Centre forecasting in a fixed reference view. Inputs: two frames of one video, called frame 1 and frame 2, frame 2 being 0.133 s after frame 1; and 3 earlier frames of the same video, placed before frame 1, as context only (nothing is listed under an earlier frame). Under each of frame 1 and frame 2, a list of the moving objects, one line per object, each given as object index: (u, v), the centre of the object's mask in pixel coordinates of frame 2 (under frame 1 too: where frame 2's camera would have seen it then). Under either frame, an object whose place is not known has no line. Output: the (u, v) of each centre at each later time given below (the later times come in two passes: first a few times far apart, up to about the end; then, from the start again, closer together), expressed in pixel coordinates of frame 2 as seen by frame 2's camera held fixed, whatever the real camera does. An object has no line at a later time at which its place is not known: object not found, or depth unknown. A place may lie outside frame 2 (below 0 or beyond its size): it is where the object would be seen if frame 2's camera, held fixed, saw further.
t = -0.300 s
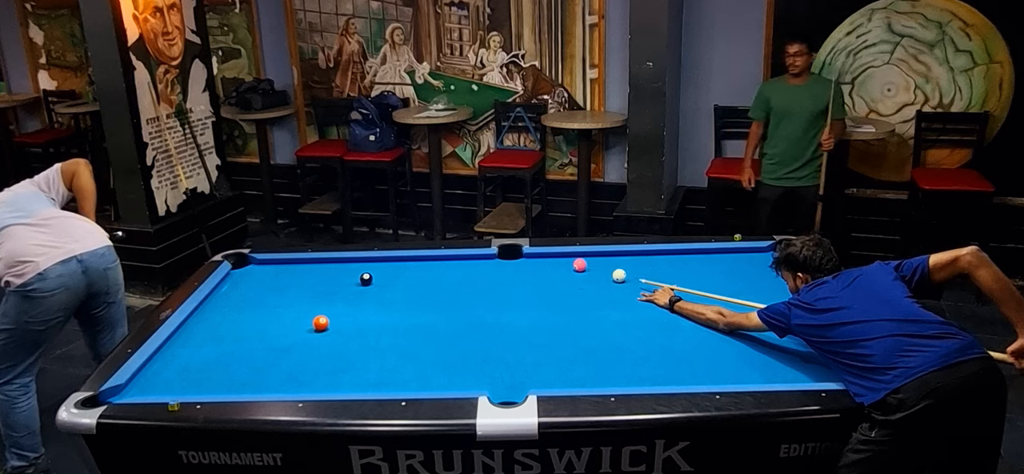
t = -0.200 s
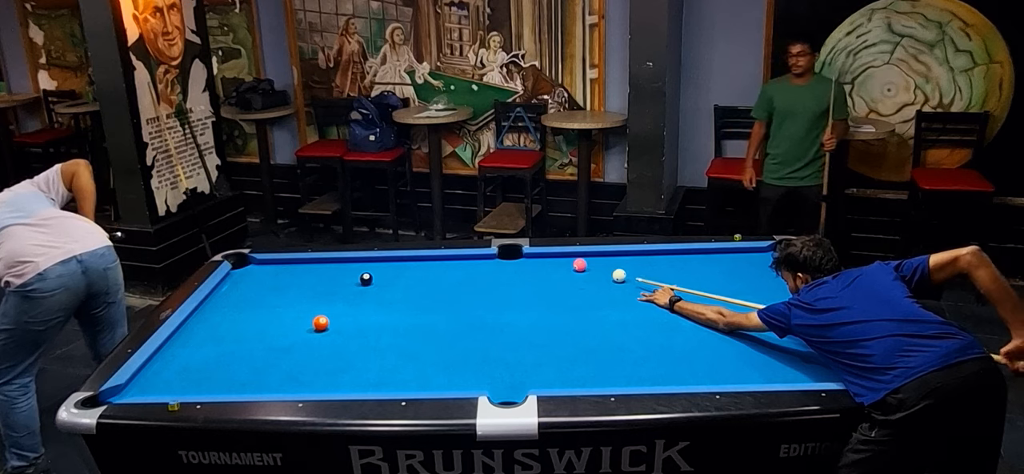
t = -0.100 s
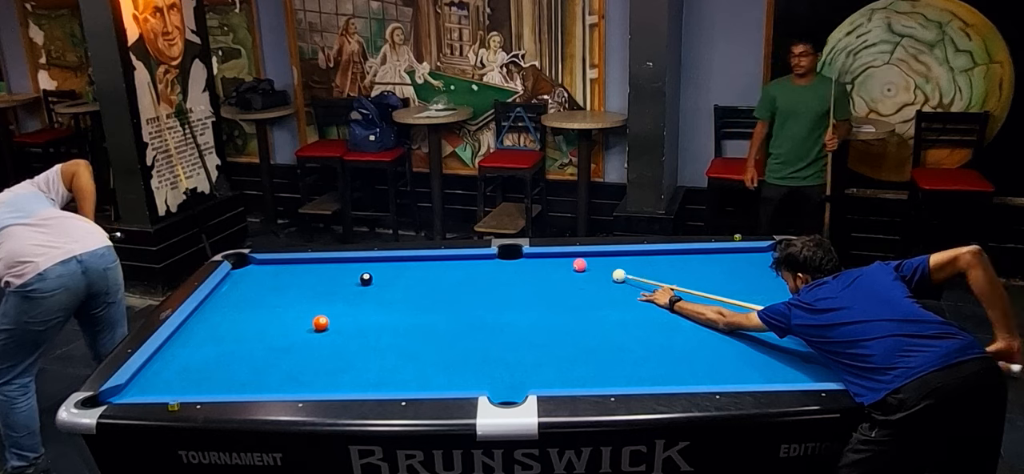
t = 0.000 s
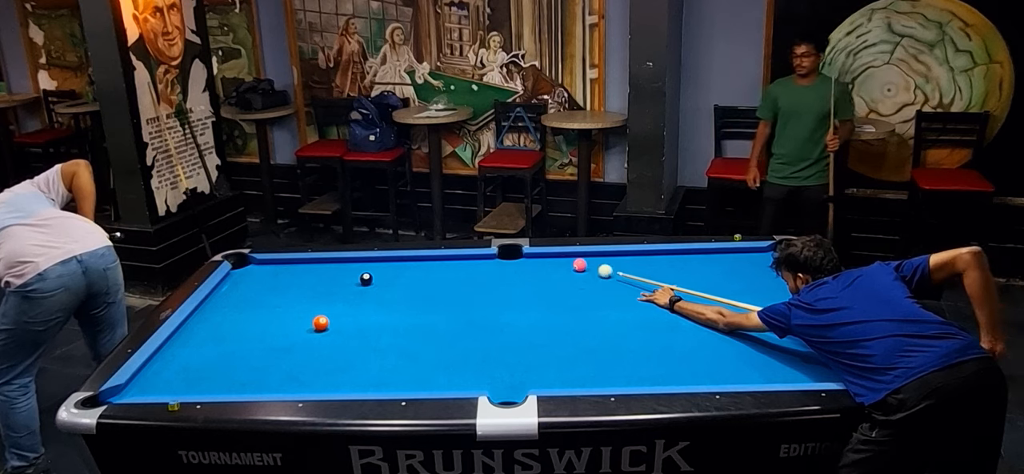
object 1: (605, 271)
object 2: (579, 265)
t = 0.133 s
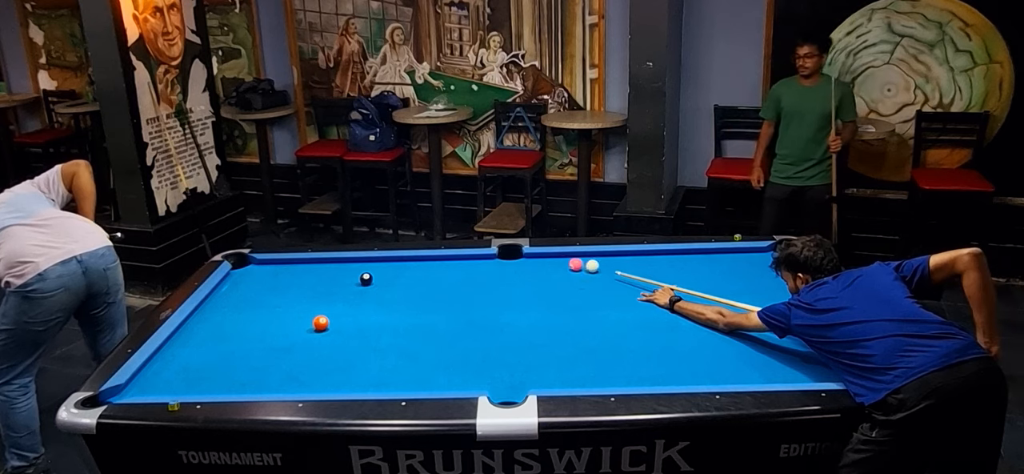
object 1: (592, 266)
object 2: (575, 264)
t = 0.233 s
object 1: (591, 264)
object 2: (566, 263)
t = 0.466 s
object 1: (589, 258)
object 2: (546, 260)
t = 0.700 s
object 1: (587, 254)
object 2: (527, 257)
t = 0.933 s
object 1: (587, 257)
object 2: (511, 255)
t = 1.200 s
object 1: (588, 259)
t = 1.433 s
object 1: (589, 261)
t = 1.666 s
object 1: (589, 263)
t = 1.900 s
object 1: (589, 264)
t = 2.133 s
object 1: (589, 265)
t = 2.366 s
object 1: (589, 265)
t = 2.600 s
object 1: (589, 265)
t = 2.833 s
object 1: (589, 265)
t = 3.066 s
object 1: (589, 265)
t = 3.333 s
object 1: (589, 265)
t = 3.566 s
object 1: (589, 265)
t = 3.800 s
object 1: (589, 266)
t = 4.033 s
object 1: (589, 266)
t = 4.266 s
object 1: (589, 266)
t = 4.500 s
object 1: (589, 266)
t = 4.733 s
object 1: (589, 266)
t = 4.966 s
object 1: (589, 265)
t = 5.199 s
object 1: (589, 265)
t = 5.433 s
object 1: (589, 265)
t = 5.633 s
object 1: (589, 265)
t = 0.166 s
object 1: (592, 265)
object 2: (572, 264)
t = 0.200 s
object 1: (591, 264)
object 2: (568, 263)
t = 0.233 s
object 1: (591, 264)
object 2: (566, 263)
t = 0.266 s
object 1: (591, 263)
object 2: (562, 263)
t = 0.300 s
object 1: (590, 262)
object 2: (560, 262)
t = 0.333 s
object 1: (590, 261)
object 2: (557, 262)
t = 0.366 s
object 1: (590, 260)
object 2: (554, 261)
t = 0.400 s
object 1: (589, 260)
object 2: (551, 261)
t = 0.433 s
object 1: (589, 259)
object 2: (548, 260)
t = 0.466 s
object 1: (589, 258)
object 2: (546, 260)
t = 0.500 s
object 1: (589, 258)
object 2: (543, 260)
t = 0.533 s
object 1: (588, 257)
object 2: (540, 259)
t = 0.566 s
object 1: (588, 256)
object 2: (538, 259)
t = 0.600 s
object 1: (588, 256)
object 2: (535, 258)
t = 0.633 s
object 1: (587, 255)
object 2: (532, 258)
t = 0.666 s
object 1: (587, 255)
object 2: (530, 257)
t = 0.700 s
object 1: (587, 254)
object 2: (527, 257)
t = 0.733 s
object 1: (587, 254)
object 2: (525, 257)
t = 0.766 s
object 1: (587, 255)
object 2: (522, 257)
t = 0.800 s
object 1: (587, 255)
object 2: (520, 256)
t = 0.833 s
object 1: (587, 256)
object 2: (518, 256)
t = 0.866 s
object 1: (587, 256)
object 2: (516, 255)
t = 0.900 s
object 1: (587, 257)
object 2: (513, 255)
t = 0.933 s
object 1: (587, 257)
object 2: (511, 255)
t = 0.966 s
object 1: (588, 257)
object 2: (509, 254)
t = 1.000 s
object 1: (588, 258)
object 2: (506, 254)
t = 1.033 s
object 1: (588, 258)
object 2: (504, 254)
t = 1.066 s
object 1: (588, 258)
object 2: (503, 253)
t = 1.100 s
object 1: (588, 259)
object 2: (504, 254)
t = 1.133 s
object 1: (588, 259)
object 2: (506, 256)
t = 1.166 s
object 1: (588, 259)
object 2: (507, 258)
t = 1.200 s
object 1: (588, 259)
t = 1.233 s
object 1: (588, 260)
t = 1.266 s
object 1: (588, 260)
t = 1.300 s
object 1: (588, 260)
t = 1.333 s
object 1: (588, 260)
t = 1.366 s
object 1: (588, 261)
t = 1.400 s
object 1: (589, 261)
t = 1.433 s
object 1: (589, 261)
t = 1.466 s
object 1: (589, 261)
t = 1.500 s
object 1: (589, 262)
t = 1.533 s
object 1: (589, 262)
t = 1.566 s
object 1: (589, 262)
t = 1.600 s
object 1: (589, 262)
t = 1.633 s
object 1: (589, 263)
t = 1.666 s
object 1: (589, 263)
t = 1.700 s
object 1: (589, 263)
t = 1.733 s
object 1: (589, 263)
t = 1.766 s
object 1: (589, 263)
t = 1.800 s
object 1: (589, 263)
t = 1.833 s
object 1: (589, 264)
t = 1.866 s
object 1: (589, 264)
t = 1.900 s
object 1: (589, 264)
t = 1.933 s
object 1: (589, 264)
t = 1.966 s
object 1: (589, 264)
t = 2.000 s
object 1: (589, 265)
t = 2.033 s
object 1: (589, 265)
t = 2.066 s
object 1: (589, 265)
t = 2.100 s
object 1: (589, 265)
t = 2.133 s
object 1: (589, 265)
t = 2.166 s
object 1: (589, 265)
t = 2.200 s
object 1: (589, 265)
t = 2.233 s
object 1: (589, 265)
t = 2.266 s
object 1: (589, 265)
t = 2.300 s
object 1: (589, 265)
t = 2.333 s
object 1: (589, 265)
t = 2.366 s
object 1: (589, 265)
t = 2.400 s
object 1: (589, 265)
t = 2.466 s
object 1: (589, 265)
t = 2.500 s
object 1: (589, 265)
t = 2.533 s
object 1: (589, 265)
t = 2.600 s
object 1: (589, 265)
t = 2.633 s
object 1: (589, 265)
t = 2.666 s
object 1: (589, 265)
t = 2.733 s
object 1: (589, 265)
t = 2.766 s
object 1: (589, 265)
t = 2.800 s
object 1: (589, 265)
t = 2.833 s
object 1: (589, 265)
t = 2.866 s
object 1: (589, 265)
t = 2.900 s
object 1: (589, 265)
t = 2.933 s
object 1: (589, 265)
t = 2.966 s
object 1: (589, 265)
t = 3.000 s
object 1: (589, 265)
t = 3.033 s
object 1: (589, 265)
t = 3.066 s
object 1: (589, 265)
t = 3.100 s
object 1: (589, 265)
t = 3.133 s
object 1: (589, 265)
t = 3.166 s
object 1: (589, 265)
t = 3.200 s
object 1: (589, 265)
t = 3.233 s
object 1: (589, 265)
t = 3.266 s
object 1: (589, 265)
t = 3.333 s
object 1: (589, 265)
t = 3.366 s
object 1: (589, 266)
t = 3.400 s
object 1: (589, 265)
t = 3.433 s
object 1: (589, 265)
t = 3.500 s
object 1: (589, 265)
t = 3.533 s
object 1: (589, 266)
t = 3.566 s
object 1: (589, 265)
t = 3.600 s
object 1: (589, 266)
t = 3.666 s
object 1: (589, 265)
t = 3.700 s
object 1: (589, 265)
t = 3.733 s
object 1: (589, 266)
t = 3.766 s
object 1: (589, 266)
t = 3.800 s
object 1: (589, 266)
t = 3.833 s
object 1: (589, 265)
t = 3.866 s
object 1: (589, 266)
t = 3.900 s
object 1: (589, 266)
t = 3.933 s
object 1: (589, 266)
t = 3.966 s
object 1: (589, 266)
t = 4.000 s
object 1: (589, 266)
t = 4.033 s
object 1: (589, 266)
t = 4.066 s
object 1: (589, 266)
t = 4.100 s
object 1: (589, 266)
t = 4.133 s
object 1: (589, 266)
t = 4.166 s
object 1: (589, 266)
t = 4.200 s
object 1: (589, 266)
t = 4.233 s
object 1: (589, 266)
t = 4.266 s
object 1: (589, 266)
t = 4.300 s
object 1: (589, 266)
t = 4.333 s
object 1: (589, 266)
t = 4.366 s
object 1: (589, 265)
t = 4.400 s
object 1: (589, 266)
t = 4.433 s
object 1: (589, 265)
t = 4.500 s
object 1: (589, 266)
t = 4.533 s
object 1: (589, 266)
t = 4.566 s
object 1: (589, 265)
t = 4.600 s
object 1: (589, 266)
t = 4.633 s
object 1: (589, 266)
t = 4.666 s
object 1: (589, 266)
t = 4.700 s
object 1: (589, 266)
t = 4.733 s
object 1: (589, 266)
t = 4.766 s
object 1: (589, 266)
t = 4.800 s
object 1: (589, 266)
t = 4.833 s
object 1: (589, 266)
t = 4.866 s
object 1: (589, 266)
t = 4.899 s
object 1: (589, 265)
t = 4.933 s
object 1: (589, 265)
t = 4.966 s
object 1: (589, 265)
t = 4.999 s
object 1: (589, 265)
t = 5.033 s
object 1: (589, 265)
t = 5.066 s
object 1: (589, 265)
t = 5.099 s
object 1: (589, 265)
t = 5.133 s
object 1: (589, 265)
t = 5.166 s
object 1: (589, 265)
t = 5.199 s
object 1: (589, 265)
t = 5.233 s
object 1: (589, 265)
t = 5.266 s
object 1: (589, 265)
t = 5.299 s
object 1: (589, 265)
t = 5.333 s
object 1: (589, 265)
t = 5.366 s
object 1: (589, 265)
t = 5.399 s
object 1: (589, 265)
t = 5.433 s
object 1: (589, 265)
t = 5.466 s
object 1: (589, 265)
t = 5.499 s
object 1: (589, 265)
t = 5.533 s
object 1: (589, 265)
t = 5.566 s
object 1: (589, 265)
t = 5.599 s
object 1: (589, 265)
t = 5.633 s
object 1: (589, 265)
